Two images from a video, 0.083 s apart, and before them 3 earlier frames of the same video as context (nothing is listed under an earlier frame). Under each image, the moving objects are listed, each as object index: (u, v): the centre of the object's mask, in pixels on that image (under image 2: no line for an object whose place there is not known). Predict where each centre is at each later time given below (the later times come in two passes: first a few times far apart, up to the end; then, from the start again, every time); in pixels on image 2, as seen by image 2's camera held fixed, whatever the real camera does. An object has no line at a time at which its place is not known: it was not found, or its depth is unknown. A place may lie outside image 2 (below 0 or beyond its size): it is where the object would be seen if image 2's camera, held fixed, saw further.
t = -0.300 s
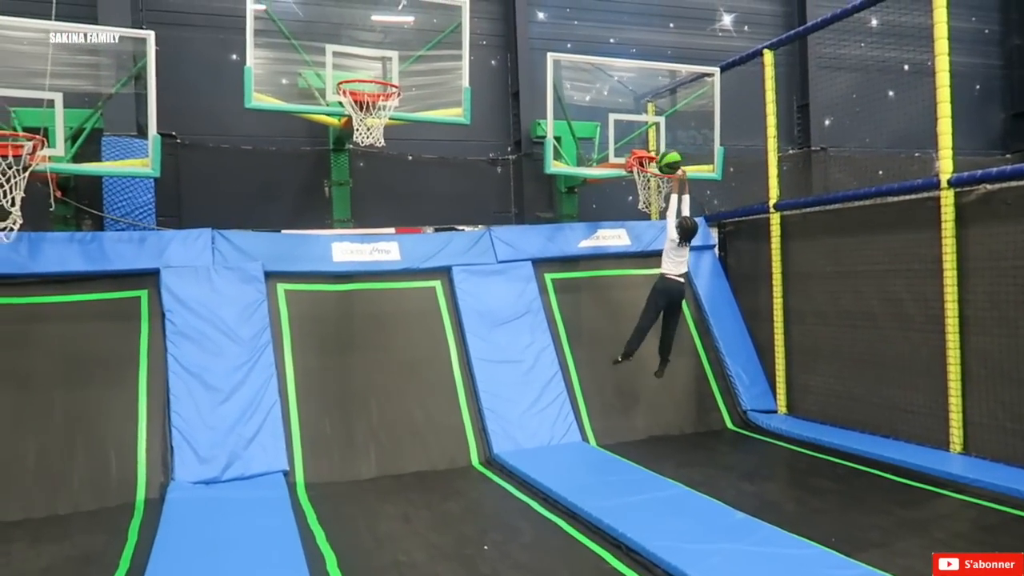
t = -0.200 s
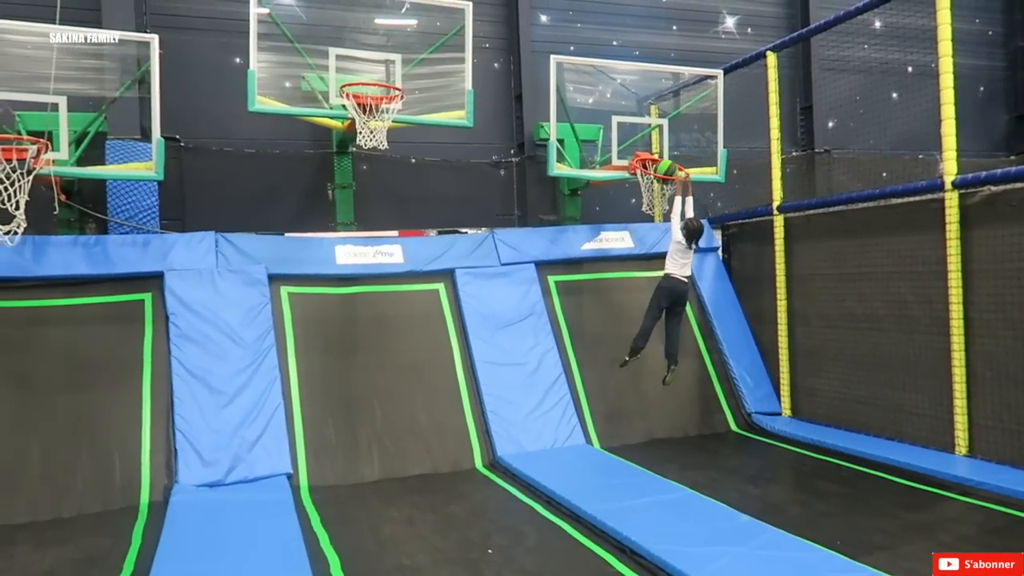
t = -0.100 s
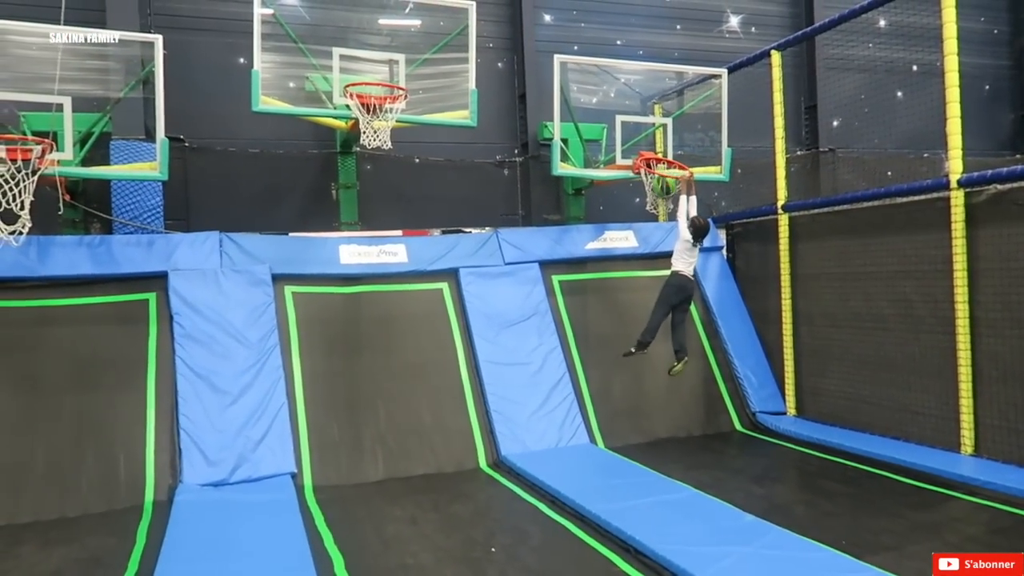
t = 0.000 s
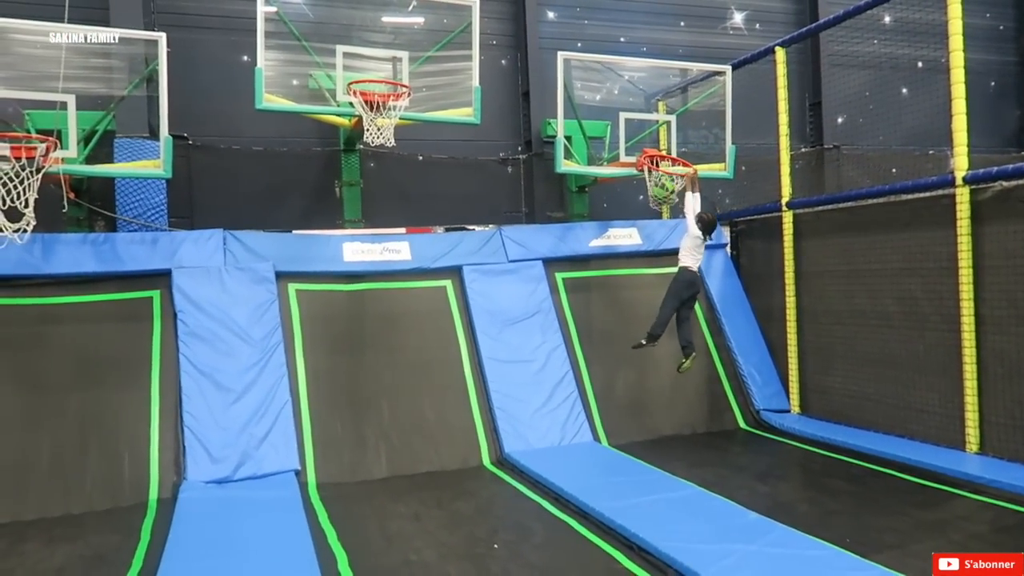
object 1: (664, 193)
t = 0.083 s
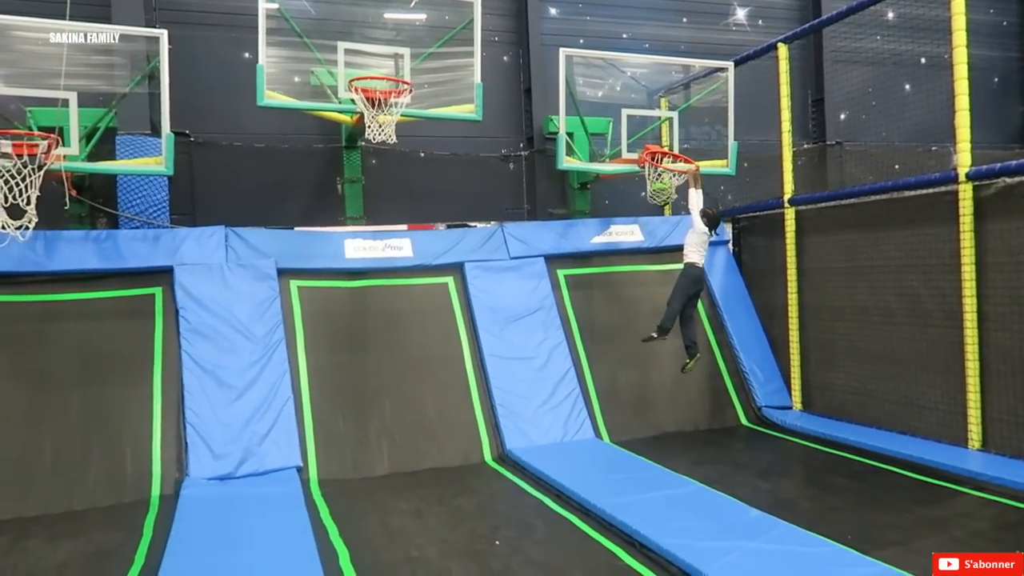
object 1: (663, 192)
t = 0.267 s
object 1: (658, 217)
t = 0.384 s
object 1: (658, 249)
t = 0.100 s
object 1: (662, 193)
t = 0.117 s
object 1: (661, 196)
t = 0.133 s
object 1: (661, 197)
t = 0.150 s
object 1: (660, 204)
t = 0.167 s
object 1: (659, 206)
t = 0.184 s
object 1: (658, 207)
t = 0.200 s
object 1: (658, 207)
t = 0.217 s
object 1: (658, 209)
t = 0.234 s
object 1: (659, 211)
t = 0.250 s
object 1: (658, 214)
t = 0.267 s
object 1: (658, 217)
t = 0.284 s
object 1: (658, 220)
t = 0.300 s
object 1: (658, 224)
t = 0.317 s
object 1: (658, 229)
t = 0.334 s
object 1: (658, 233)
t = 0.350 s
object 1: (658, 239)
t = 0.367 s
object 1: (658, 242)
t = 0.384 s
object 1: (658, 249)
